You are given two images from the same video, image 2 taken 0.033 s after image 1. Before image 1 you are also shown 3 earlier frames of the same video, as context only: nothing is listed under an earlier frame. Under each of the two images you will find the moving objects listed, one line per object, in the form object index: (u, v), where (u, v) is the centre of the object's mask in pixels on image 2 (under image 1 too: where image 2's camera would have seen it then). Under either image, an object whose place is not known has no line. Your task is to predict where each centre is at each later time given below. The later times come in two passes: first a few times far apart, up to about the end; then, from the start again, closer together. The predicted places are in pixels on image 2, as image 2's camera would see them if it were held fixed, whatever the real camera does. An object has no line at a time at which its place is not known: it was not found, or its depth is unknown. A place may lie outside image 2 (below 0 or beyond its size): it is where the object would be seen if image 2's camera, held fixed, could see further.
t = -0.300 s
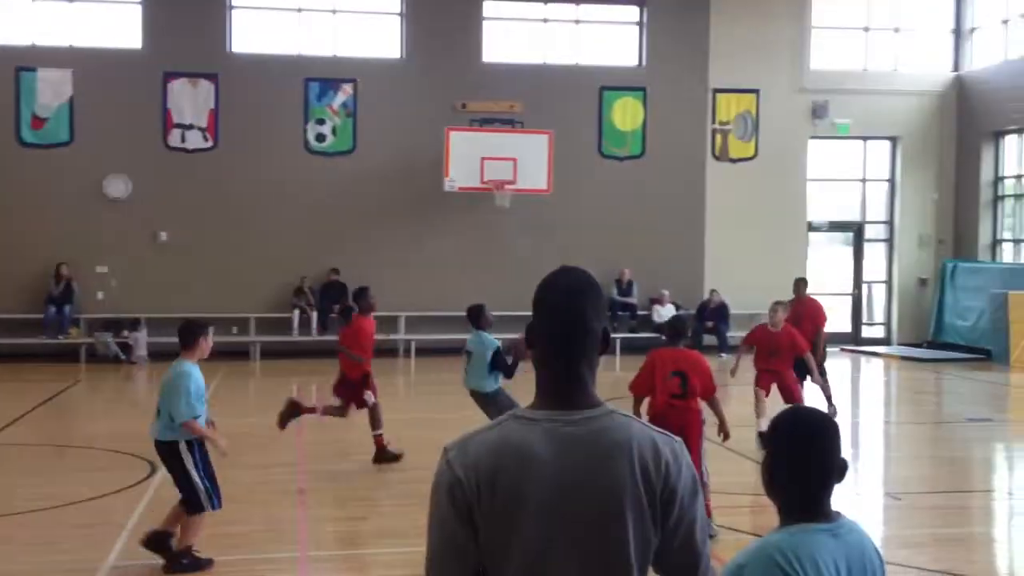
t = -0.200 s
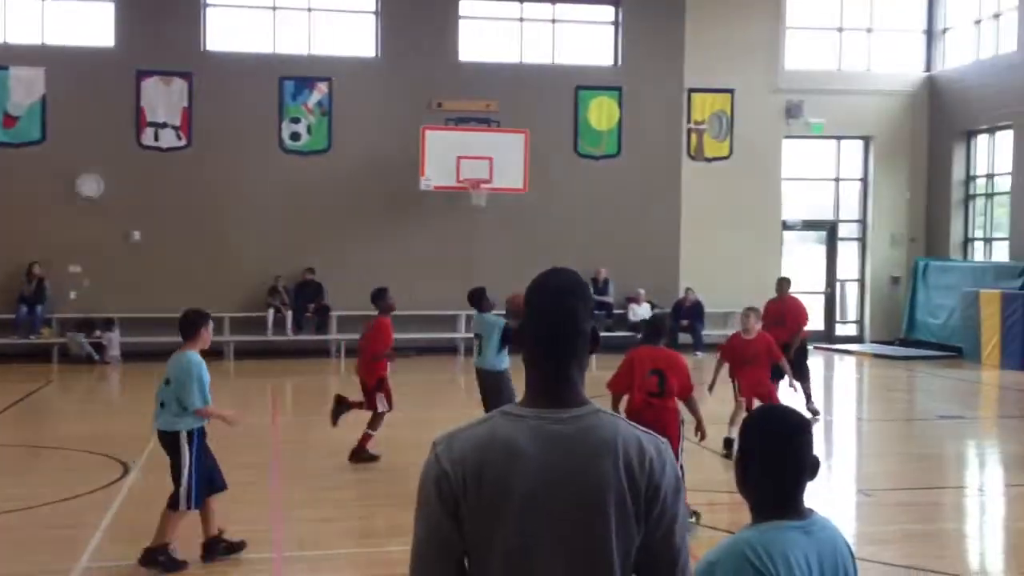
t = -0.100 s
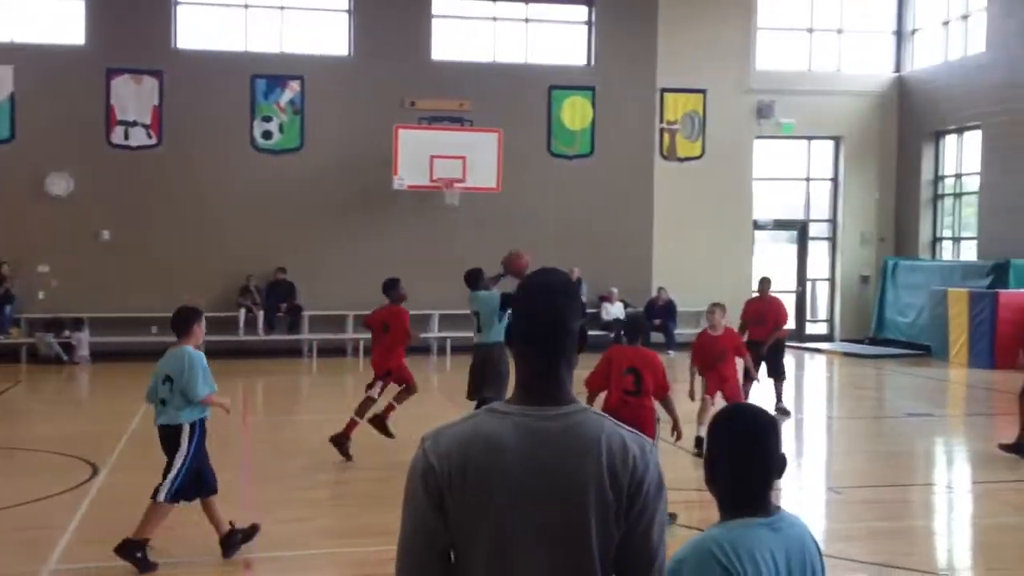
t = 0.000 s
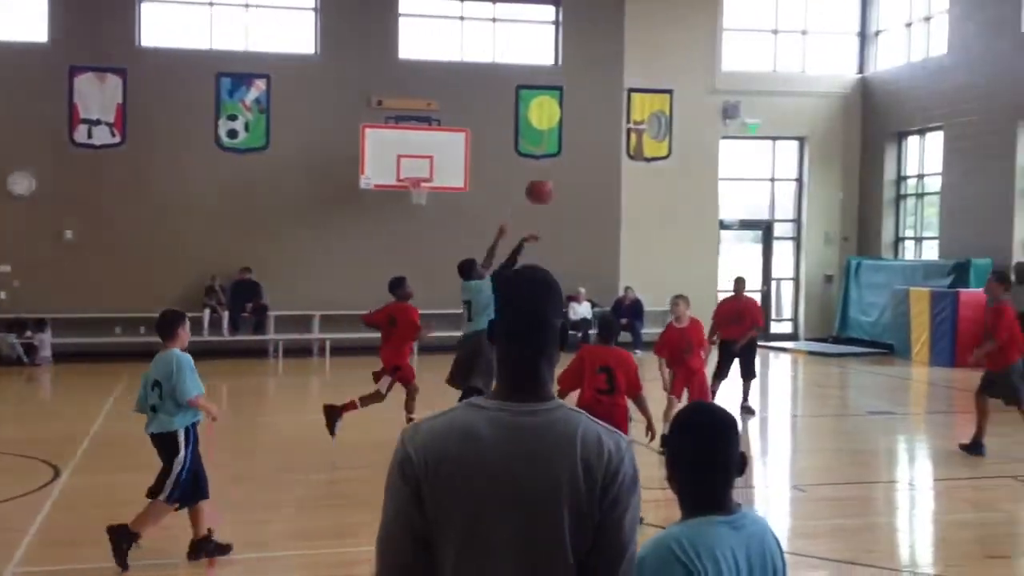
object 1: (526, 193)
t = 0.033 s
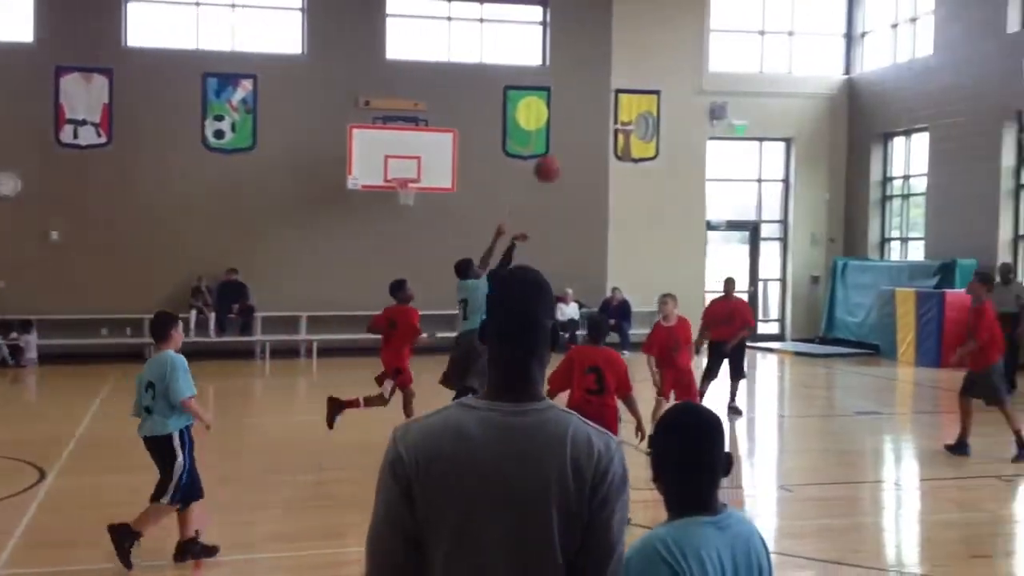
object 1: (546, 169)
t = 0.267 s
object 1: (681, 46)
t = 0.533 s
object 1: (823, -15)
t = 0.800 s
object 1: (951, 1)
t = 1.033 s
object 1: (1054, 71)
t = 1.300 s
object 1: (1054, 125)
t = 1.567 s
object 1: (1048, 122)
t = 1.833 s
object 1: (1030, 175)
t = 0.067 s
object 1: (566, 148)
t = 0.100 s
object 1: (586, 127)
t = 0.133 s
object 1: (605, 109)
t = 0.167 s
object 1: (625, 91)
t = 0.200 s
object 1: (644, 75)
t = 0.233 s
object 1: (663, 60)
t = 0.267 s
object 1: (681, 46)
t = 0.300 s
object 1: (700, 34)
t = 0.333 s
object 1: (718, 24)
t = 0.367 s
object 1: (738, 15)
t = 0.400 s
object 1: (756, 5)
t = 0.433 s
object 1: (772, -1)
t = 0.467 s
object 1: (791, -7)
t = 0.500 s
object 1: (807, -12)
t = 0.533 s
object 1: (823, -15)
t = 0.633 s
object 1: (872, -19)
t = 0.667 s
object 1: (889, -16)
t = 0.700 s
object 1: (904, -14)
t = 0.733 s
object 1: (921, -10)
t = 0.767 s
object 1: (936, -5)
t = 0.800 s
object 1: (951, 1)
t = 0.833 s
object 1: (966, 8)
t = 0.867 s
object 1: (981, 16)
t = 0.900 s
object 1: (996, 25)
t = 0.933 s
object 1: (1011, 35)
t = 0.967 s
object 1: (1024, 46)
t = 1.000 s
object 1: (1038, 58)
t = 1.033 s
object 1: (1054, 71)
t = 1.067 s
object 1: (1069, 85)
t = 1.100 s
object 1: (1070, 98)
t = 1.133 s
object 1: (1057, 108)
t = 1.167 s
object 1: (1043, 120)
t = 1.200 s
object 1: (1032, 131)
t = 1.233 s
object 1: (1039, 129)
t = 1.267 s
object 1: (1047, 126)
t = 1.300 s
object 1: (1054, 125)
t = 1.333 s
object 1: (1058, 123)
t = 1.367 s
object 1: (1060, 121)
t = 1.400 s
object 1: (1060, 119)
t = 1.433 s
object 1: (1059, 118)
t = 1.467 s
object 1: (1057, 117)
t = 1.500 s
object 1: (1054, 118)
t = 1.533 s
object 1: (1051, 120)
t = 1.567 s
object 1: (1048, 122)
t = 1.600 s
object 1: (1045, 128)
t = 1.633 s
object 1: (1041, 132)
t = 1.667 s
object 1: (1038, 138)
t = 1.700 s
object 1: (1037, 145)
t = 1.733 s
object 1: (1032, 153)
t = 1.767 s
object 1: (1032, 162)
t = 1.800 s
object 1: (1030, 167)
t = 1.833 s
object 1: (1030, 175)
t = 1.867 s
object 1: (1030, 185)
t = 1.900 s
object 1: (1028, 196)
